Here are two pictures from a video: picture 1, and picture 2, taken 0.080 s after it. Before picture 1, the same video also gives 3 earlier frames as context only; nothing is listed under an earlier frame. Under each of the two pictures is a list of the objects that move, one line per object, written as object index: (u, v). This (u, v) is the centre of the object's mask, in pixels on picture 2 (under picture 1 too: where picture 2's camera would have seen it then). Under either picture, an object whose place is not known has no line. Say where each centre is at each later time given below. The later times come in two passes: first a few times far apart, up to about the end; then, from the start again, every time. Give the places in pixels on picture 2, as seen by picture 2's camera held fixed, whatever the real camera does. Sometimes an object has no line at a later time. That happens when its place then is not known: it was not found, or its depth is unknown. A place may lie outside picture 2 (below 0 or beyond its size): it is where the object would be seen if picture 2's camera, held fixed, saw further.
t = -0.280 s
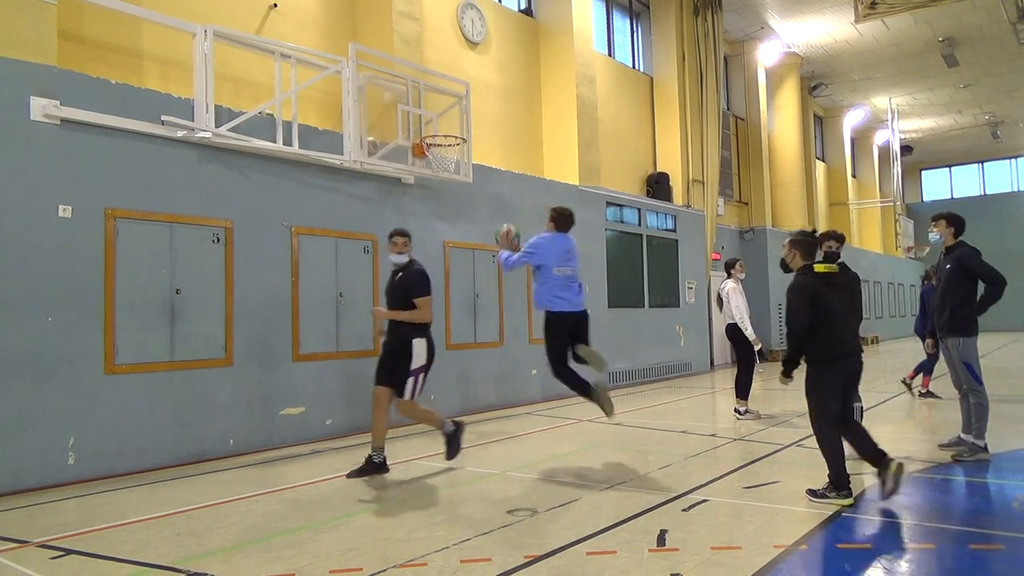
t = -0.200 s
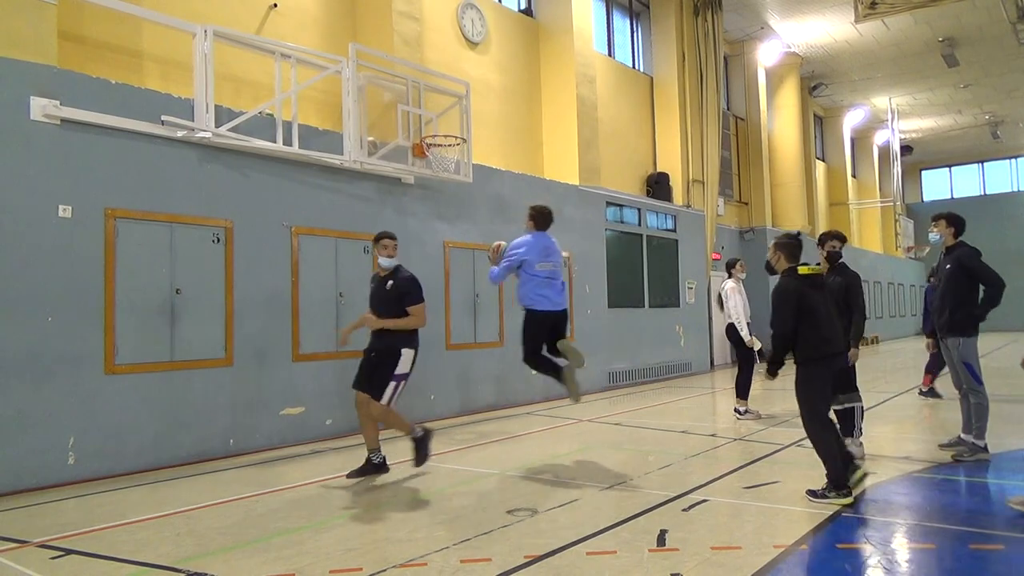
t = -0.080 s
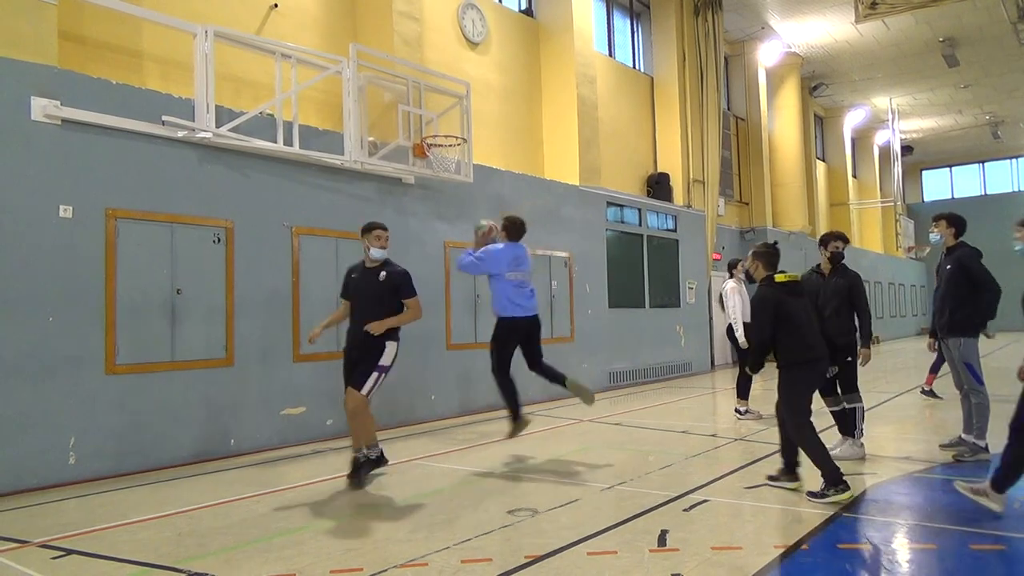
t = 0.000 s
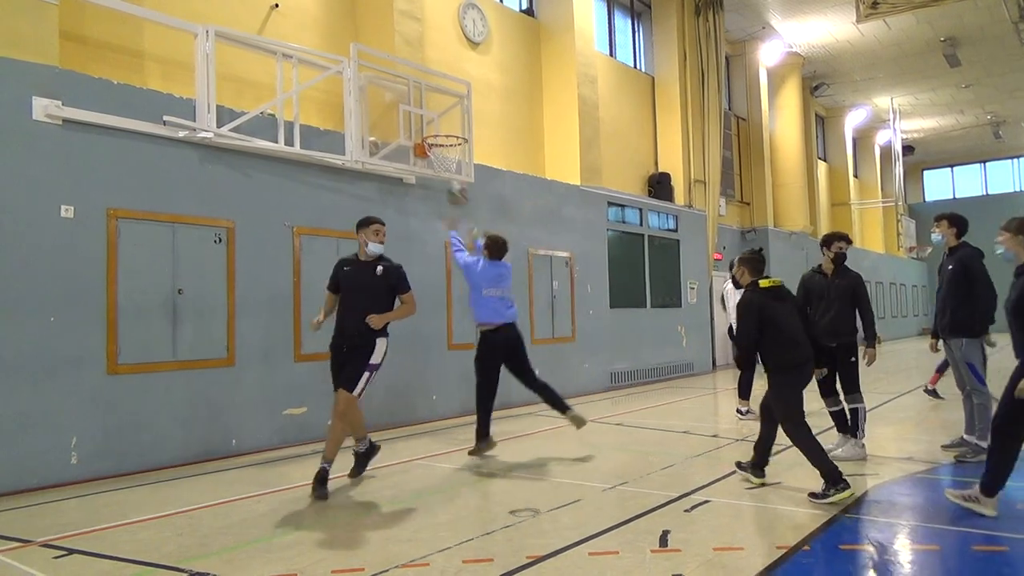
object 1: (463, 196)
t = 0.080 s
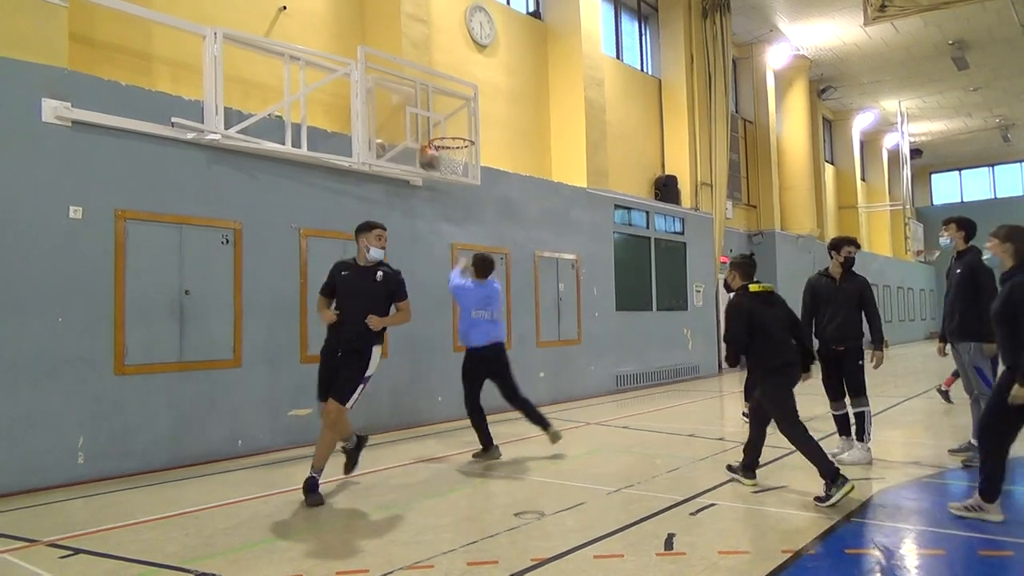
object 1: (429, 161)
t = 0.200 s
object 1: (403, 126)
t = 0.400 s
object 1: (481, 100)
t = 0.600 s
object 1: (569, 112)
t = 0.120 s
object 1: (413, 146)
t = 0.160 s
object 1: (399, 135)
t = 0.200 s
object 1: (403, 126)
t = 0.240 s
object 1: (418, 118)
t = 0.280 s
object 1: (433, 111)
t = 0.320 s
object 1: (449, 106)
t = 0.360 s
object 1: (464, 102)
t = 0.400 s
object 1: (481, 100)
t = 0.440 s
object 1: (498, 99)
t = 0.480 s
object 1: (514, 100)
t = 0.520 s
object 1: (532, 102)
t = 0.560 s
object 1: (550, 106)
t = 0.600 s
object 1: (569, 112)
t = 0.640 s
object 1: (588, 121)
